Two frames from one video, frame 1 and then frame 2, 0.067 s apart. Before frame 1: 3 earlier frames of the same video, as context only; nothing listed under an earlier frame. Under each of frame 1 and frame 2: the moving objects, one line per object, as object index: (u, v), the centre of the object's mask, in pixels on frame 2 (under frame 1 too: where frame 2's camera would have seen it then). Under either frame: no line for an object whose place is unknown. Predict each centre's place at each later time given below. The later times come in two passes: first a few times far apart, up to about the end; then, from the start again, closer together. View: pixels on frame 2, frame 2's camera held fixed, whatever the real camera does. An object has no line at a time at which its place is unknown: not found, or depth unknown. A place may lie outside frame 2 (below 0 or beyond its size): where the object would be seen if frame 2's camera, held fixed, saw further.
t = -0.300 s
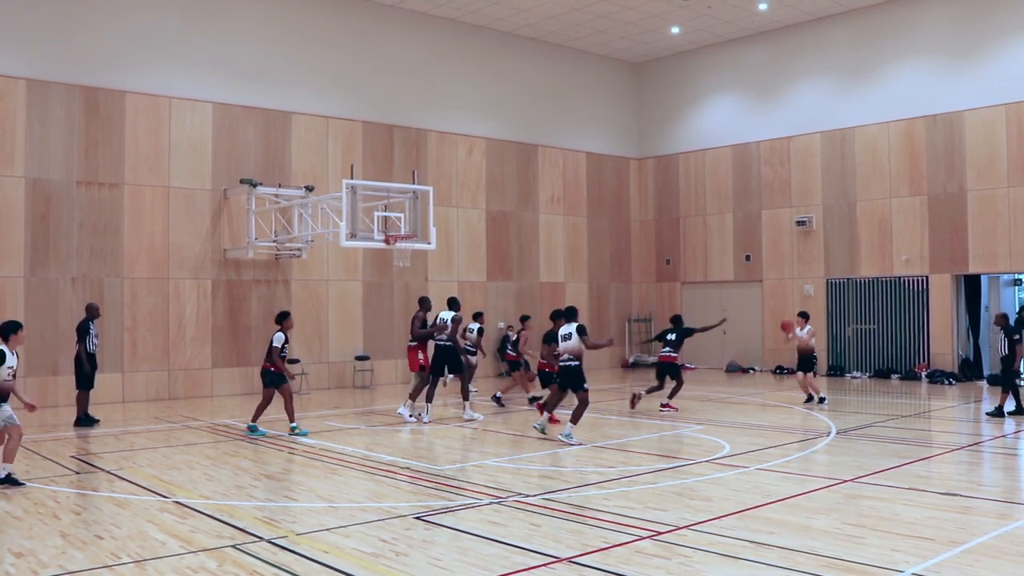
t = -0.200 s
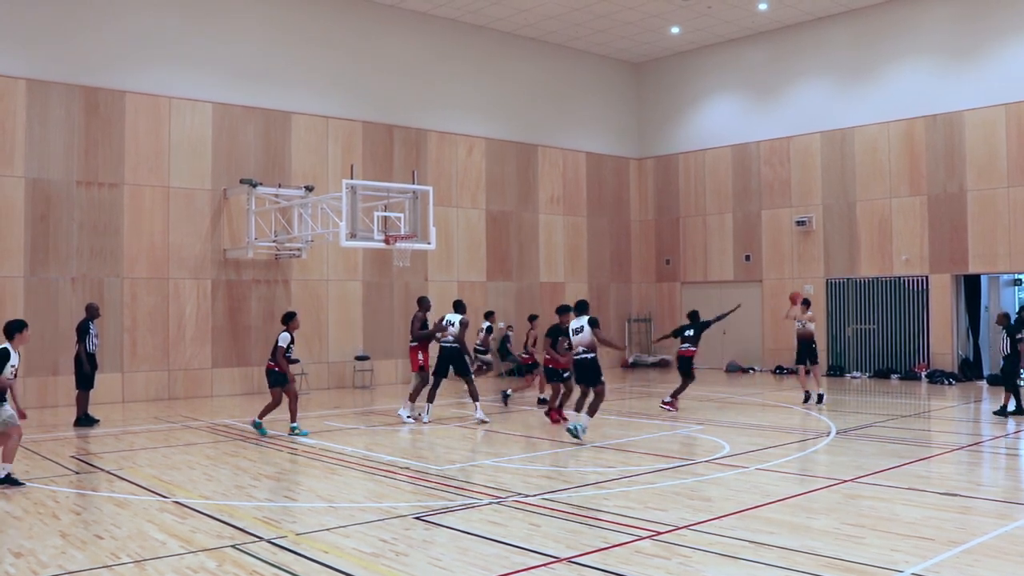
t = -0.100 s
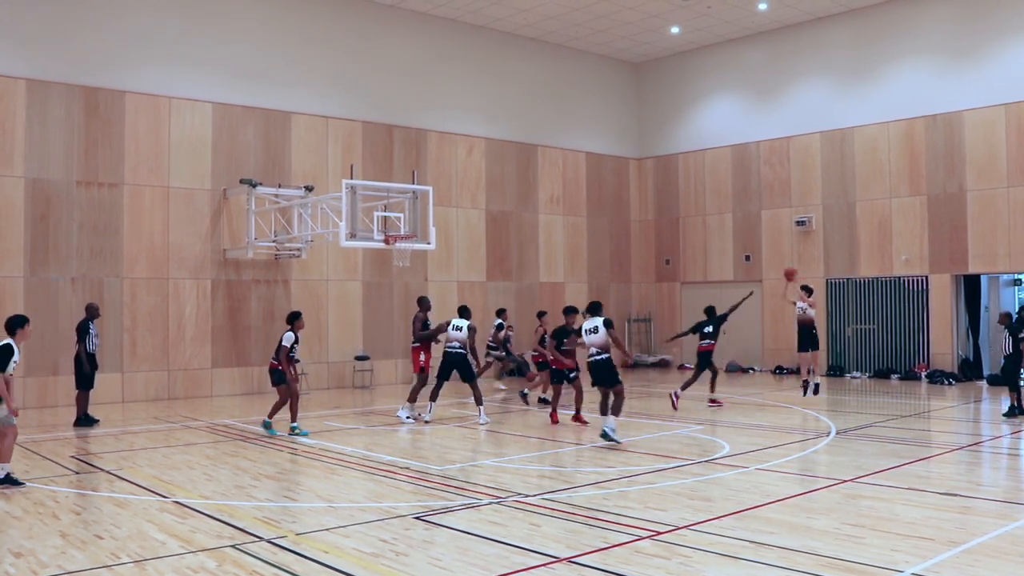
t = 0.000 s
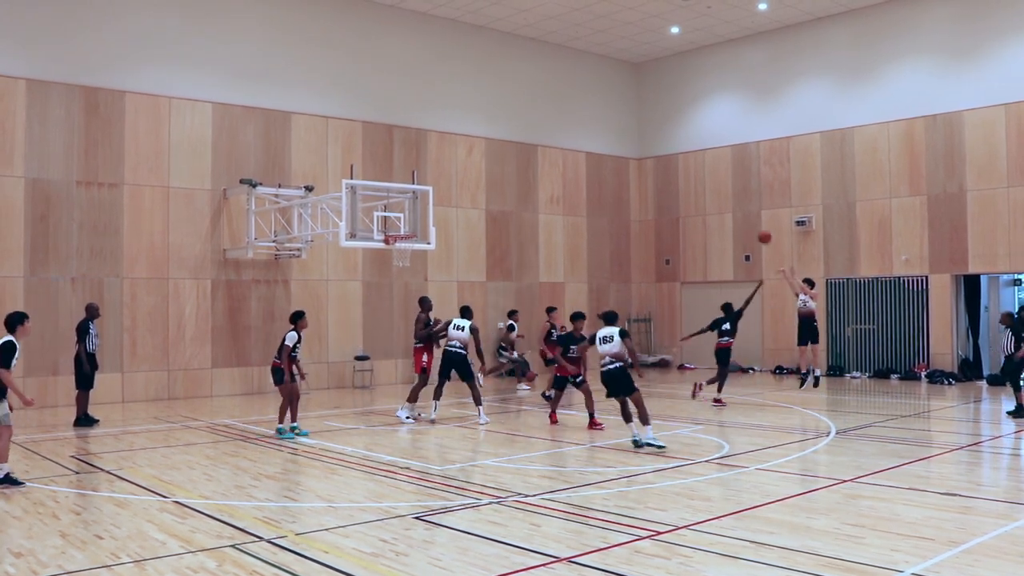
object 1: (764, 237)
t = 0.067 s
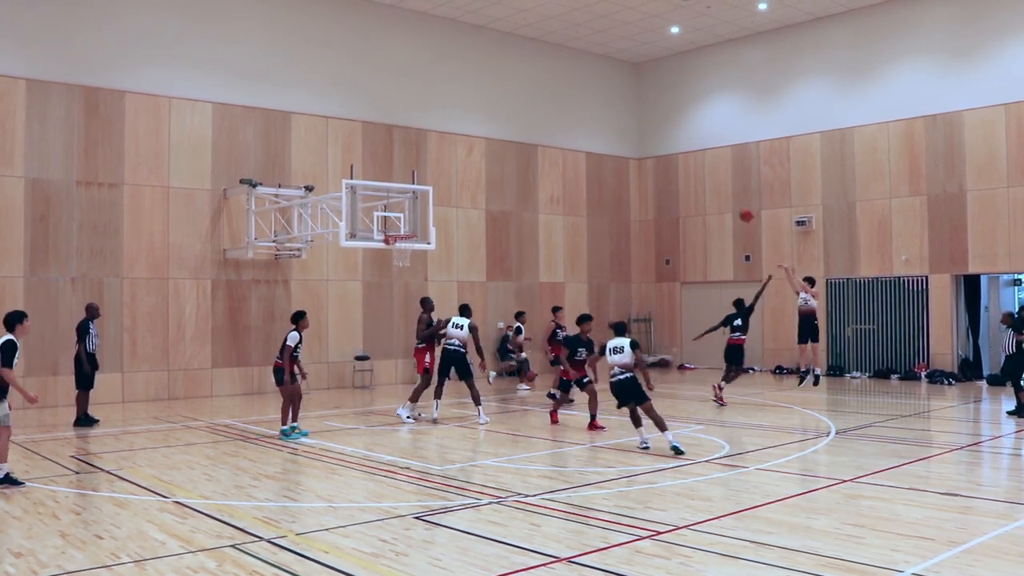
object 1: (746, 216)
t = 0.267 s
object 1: (690, 162)
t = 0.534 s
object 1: (615, 126)
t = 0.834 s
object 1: (531, 130)
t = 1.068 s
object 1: (465, 170)
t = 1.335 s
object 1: (391, 251)
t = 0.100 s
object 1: (736, 205)
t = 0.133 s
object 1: (727, 195)
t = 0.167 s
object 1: (718, 186)
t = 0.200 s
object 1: (709, 177)
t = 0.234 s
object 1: (699, 170)
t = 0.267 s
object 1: (690, 162)
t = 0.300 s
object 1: (681, 156)
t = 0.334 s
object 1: (671, 149)
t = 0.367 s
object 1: (662, 144)
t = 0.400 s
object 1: (653, 139)
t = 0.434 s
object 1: (644, 135)
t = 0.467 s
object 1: (634, 131)
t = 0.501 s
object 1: (625, 128)
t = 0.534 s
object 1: (615, 126)
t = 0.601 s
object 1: (597, 122)
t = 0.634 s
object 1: (587, 122)
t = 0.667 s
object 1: (578, 122)
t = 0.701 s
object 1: (568, 122)
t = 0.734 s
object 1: (559, 123)
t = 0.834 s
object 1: (531, 130)
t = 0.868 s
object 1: (521, 134)
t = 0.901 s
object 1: (512, 139)
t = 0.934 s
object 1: (502, 144)
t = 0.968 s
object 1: (493, 149)
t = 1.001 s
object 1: (484, 155)
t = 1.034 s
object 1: (474, 163)
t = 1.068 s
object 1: (465, 170)
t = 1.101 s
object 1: (455, 178)
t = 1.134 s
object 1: (445, 187)
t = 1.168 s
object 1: (437, 196)
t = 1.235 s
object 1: (417, 218)
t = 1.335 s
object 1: (391, 251)
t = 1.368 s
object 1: (389, 253)
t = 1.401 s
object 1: (387, 256)
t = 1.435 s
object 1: (384, 260)
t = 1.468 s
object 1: (382, 265)
